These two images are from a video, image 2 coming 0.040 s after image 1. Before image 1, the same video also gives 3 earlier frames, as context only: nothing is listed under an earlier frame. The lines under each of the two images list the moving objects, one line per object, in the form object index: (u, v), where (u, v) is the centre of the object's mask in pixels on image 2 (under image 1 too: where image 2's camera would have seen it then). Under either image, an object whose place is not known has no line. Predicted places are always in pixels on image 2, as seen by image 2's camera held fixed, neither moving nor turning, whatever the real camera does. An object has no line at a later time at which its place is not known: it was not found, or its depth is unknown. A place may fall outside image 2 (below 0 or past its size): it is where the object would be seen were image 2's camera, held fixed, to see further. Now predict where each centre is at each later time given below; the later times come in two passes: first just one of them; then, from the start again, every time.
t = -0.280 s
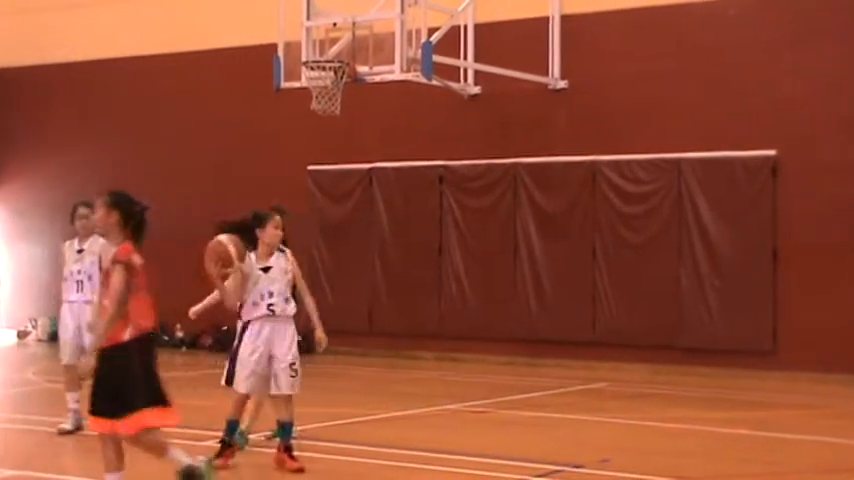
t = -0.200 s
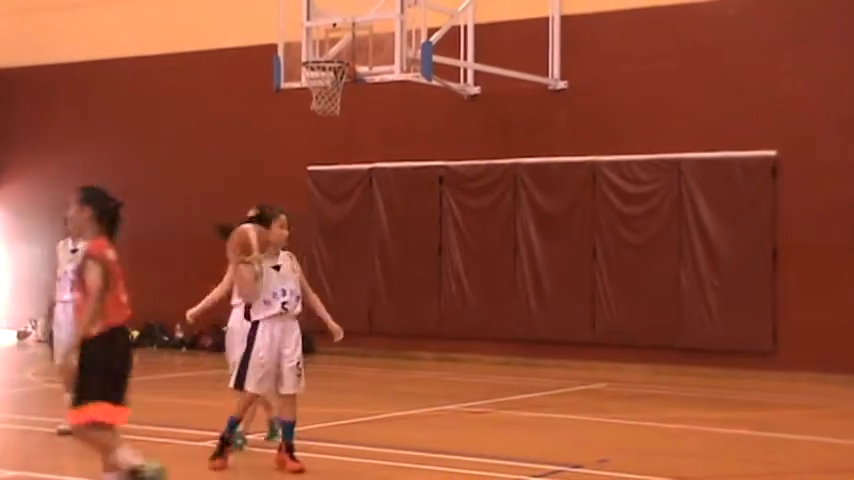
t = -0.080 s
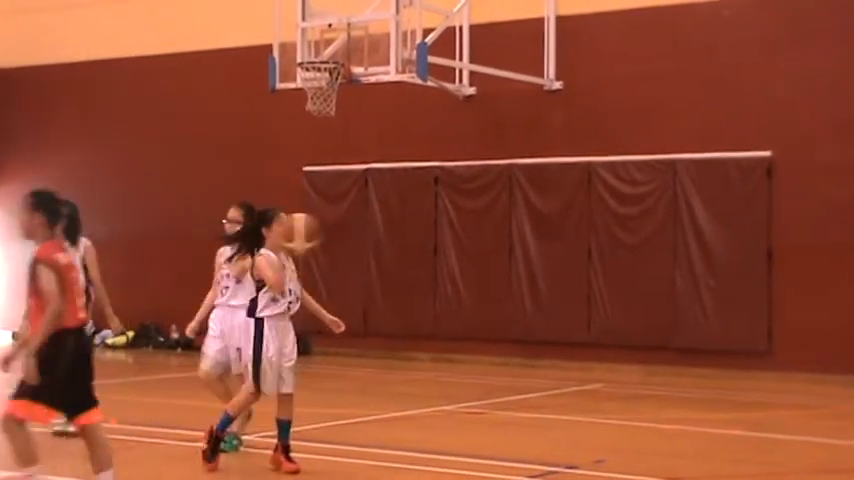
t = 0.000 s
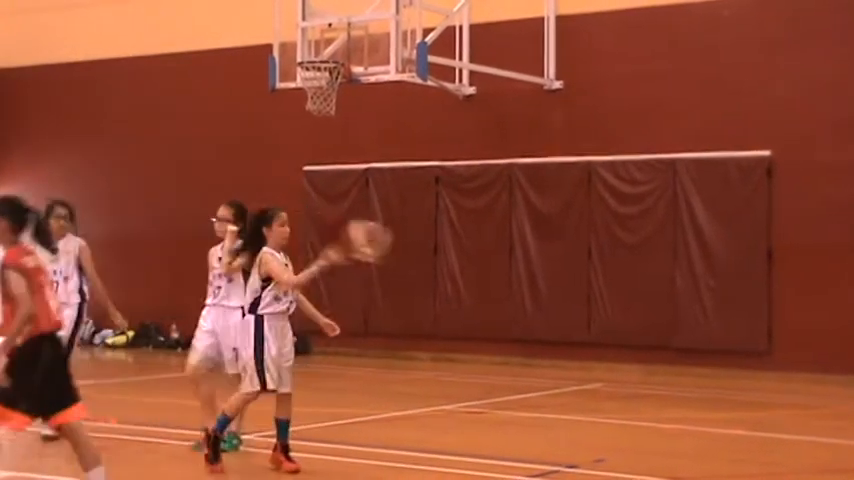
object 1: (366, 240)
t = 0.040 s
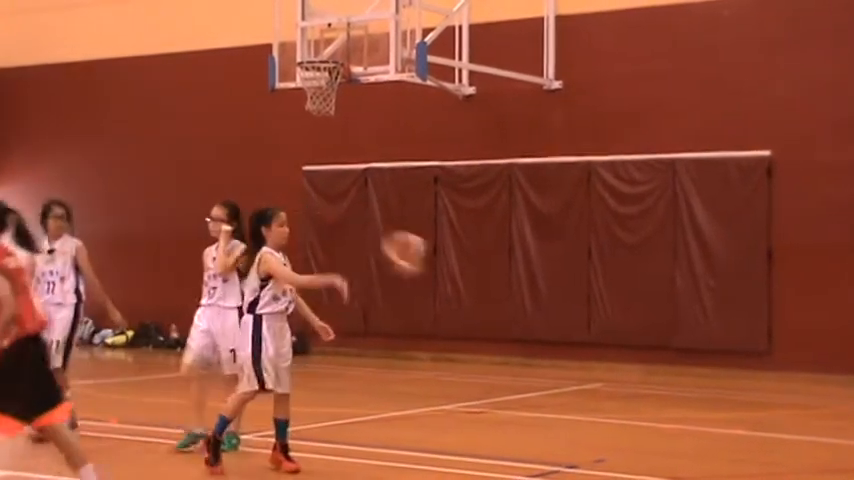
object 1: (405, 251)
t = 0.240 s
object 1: (603, 351)
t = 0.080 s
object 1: (444, 266)
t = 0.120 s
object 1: (483, 284)
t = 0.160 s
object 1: (523, 304)
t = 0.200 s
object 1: (562, 326)
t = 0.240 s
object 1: (603, 351)
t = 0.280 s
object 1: (641, 380)
